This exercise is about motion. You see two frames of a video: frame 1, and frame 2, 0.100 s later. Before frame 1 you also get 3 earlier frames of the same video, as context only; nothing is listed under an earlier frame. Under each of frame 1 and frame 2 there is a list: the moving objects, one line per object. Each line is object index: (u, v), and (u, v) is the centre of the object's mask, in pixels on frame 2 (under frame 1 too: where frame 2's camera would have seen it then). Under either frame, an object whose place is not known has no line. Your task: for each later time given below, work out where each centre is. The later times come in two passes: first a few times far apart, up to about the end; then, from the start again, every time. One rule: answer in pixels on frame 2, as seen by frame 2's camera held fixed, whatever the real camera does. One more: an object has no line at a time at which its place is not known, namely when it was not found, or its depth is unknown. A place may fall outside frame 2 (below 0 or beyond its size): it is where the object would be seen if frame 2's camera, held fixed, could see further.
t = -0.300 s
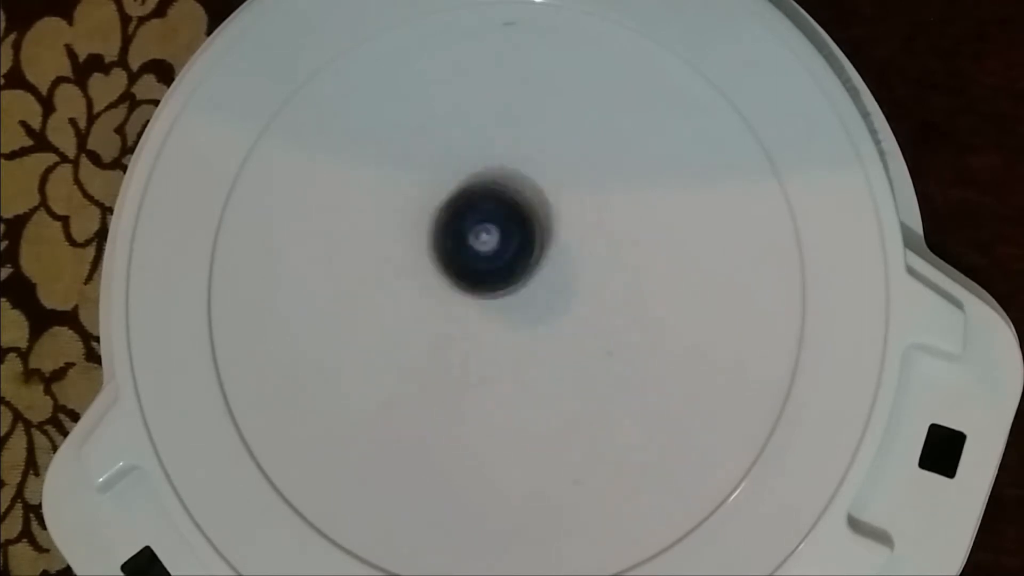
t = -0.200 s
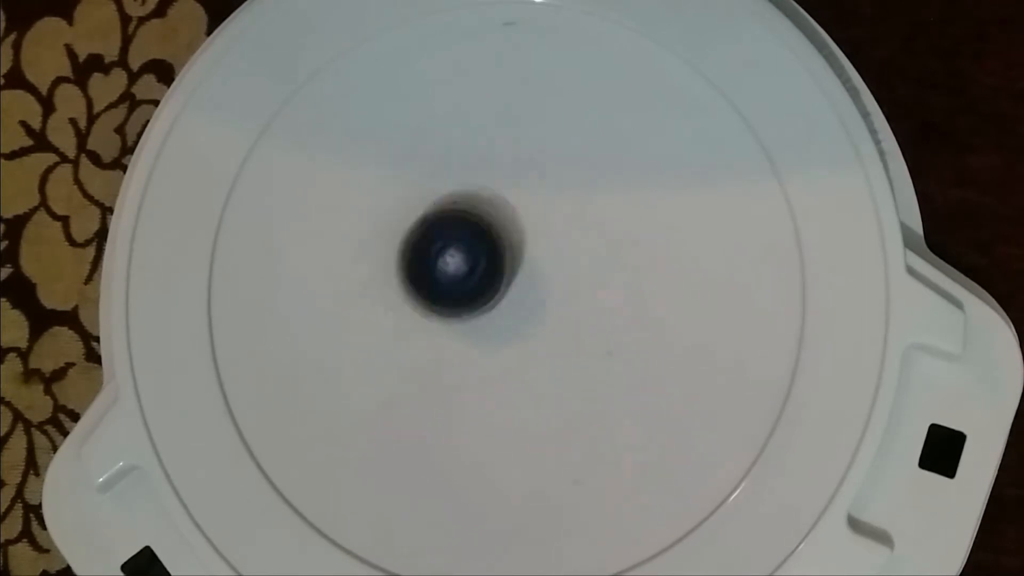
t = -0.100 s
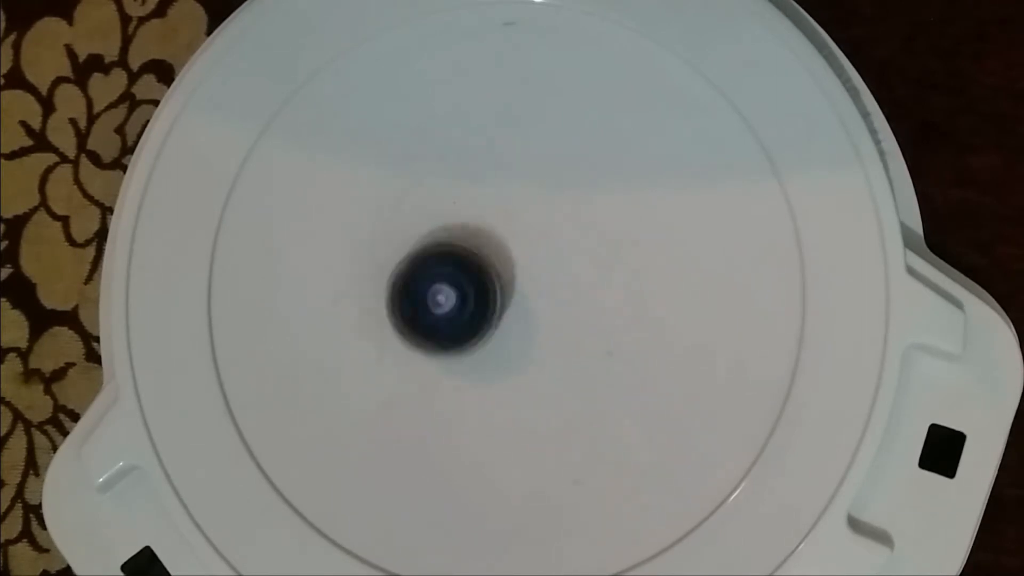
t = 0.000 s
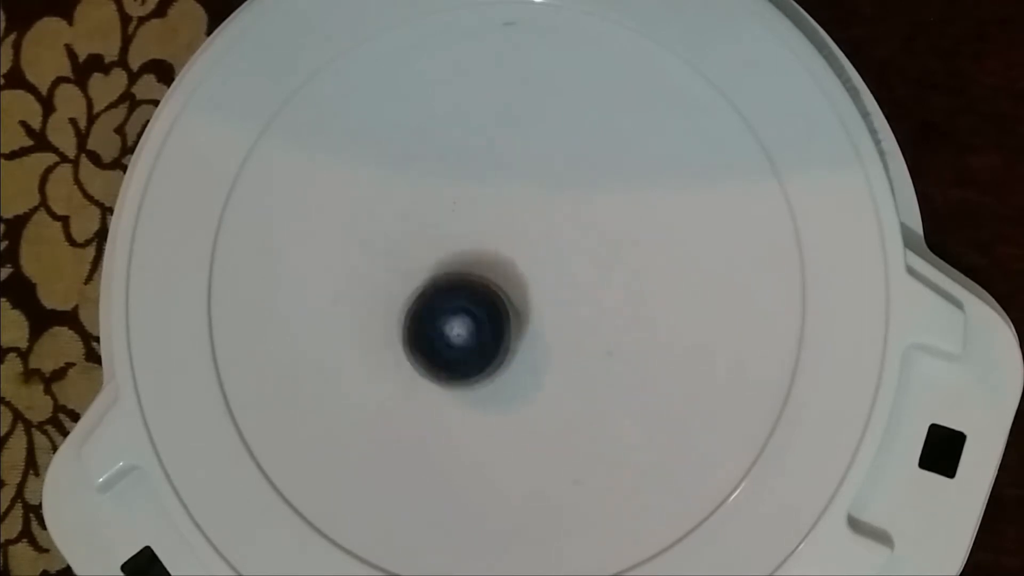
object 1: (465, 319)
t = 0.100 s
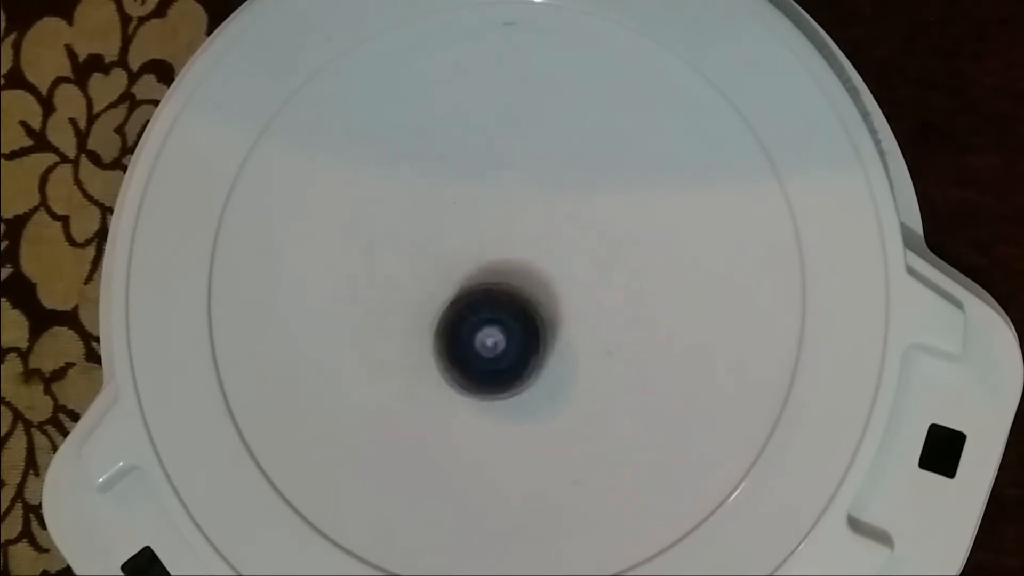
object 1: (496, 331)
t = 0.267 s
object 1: (539, 293)
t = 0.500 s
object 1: (497, 229)
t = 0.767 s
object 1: (445, 278)
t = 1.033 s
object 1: (518, 304)
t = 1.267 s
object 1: (533, 240)
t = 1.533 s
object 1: (470, 247)
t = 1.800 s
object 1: (496, 311)
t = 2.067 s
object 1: (542, 275)
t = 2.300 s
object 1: (493, 245)
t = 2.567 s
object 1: (465, 296)
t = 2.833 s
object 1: (519, 299)
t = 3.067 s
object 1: (511, 247)
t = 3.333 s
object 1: (464, 262)
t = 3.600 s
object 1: (504, 297)
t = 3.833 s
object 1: (532, 263)
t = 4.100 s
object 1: (492, 248)
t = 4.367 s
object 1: (476, 289)
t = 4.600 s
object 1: (495, 308)
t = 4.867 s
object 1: (514, 281)
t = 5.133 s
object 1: (502, 251)
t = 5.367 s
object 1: (487, 247)
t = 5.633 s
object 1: (494, 272)
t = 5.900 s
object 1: (511, 291)
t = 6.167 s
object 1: (513, 276)
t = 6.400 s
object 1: (486, 280)
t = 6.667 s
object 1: (497, 295)
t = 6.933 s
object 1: (497, 264)
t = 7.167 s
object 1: (481, 263)
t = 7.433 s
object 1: (492, 275)
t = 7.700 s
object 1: (510, 273)
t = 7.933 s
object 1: (504, 269)
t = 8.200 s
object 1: (497, 282)
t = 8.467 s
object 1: (497, 285)
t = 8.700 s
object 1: (498, 280)
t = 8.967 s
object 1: (495, 272)
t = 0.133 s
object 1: (508, 328)
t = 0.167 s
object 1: (518, 324)
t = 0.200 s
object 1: (527, 316)
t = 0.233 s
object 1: (534, 305)
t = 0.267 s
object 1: (539, 293)
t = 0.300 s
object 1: (540, 282)
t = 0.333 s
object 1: (539, 269)
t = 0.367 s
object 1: (534, 257)
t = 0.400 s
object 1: (528, 247)
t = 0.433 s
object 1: (519, 238)
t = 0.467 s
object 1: (508, 233)
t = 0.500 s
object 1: (497, 229)
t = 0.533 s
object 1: (486, 228)
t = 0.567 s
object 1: (475, 230)
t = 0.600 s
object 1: (465, 235)
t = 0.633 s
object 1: (458, 241)
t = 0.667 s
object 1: (451, 249)
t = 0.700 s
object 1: (446, 257)
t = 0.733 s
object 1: (445, 267)
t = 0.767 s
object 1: (445, 278)
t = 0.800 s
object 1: (450, 287)
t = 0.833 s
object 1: (455, 297)
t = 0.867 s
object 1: (463, 303)
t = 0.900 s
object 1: (474, 308)
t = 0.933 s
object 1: (485, 312)
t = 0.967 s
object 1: (495, 312)
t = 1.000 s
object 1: (507, 309)
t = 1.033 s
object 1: (518, 304)
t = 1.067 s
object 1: (526, 297)
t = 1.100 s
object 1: (533, 289)
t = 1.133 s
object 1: (538, 279)
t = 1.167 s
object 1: (540, 268)
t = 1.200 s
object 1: (540, 258)
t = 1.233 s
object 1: (538, 249)
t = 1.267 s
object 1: (533, 240)
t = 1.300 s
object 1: (526, 233)
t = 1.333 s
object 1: (519, 229)
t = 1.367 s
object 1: (509, 227)
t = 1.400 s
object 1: (500, 227)
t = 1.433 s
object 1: (491, 228)
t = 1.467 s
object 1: (483, 233)
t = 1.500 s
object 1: (475, 239)
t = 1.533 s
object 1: (470, 247)
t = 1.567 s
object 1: (466, 257)
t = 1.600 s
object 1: (464, 265)
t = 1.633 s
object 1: (466, 276)
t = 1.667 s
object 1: (468, 286)
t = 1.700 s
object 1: (473, 294)
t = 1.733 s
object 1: (480, 302)
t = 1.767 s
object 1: (488, 307)
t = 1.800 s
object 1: (496, 311)
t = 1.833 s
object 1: (505, 313)
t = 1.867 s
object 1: (514, 312)
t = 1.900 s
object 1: (523, 309)
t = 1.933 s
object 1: (530, 306)
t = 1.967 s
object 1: (536, 300)
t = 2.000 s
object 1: (540, 292)
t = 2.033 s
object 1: (542, 283)
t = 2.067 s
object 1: (542, 275)
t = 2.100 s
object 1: (540, 266)
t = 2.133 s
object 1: (535, 258)
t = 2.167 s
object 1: (529, 252)
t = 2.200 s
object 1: (521, 248)
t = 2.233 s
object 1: (512, 244)
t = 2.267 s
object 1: (503, 244)
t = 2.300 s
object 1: (493, 245)
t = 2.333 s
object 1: (485, 247)
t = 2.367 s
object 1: (478, 253)
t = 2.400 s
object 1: (471, 258)
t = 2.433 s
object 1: (466, 264)
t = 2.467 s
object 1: (463, 274)
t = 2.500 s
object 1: (462, 281)
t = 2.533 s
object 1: (462, 289)
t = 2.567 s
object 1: (465, 296)
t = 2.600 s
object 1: (469, 303)
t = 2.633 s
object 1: (476, 308)
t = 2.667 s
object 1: (483, 312)
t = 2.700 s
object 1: (490, 313)
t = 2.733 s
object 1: (498, 312)
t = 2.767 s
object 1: (506, 310)
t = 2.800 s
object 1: (512, 305)
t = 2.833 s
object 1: (519, 299)
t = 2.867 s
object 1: (523, 292)
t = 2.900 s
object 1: (525, 282)
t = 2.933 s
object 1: (525, 274)
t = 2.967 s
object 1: (525, 266)
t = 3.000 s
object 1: (521, 258)
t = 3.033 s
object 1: (516, 251)
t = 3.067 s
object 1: (511, 247)
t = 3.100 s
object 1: (503, 243)
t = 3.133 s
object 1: (496, 241)
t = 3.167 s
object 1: (489, 241)
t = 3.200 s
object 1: (482, 242)
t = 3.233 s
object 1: (476, 245)
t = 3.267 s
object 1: (471, 250)
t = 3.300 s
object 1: (466, 256)
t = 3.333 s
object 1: (464, 262)
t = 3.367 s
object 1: (465, 270)
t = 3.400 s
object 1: (468, 278)
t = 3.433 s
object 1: (470, 284)
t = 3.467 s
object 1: (475, 289)
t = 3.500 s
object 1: (481, 294)
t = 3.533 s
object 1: (489, 297)
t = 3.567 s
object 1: (497, 297)
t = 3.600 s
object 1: (504, 297)
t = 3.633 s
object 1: (510, 296)
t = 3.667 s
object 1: (518, 291)
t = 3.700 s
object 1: (523, 286)
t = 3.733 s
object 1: (526, 282)
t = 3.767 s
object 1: (529, 276)
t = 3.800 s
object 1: (532, 271)
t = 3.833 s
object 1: (532, 263)
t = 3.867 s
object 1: (529, 257)
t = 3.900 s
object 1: (526, 251)
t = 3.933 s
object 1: (522, 248)
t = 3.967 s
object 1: (515, 245)
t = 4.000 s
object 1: (508, 244)
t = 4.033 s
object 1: (503, 245)
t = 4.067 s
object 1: (497, 246)
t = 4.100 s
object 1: (492, 248)
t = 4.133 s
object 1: (486, 251)
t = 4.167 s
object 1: (482, 257)
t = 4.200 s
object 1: (480, 263)
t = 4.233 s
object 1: (477, 268)
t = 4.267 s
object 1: (477, 271)
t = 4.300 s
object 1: (476, 277)
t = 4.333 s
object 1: (475, 282)
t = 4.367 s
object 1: (476, 289)
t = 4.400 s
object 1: (477, 292)
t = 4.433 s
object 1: (480, 297)
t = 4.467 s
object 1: (483, 301)
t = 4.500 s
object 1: (484, 304)
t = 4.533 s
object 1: (488, 306)
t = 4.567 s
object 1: (492, 307)
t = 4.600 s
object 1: (495, 308)
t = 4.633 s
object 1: (500, 308)
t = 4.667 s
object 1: (504, 308)
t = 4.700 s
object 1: (509, 305)
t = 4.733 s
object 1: (511, 299)
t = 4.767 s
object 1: (513, 294)
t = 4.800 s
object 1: (513, 291)
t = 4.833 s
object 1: (513, 287)
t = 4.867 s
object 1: (514, 281)
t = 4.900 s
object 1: (514, 277)
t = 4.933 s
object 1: (512, 270)
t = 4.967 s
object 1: (510, 267)
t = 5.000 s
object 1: (509, 264)
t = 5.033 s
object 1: (507, 259)
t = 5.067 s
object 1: (505, 255)
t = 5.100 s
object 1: (505, 254)
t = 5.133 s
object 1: (502, 251)
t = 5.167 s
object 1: (499, 248)
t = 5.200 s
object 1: (499, 245)
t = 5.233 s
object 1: (497, 245)
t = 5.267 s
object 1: (493, 244)
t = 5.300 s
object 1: (492, 244)
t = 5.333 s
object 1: (490, 245)
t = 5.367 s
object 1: (487, 247)
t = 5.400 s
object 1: (486, 248)
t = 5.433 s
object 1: (485, 252)
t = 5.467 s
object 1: (487, 257)
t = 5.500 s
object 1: (488, 260)
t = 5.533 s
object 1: (489, 263)
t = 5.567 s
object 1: (492, 266)
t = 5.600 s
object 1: (493, 269)
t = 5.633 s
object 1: (494, 272)
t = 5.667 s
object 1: (496, 276)
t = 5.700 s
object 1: (497, 279)
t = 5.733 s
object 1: (499, 280)
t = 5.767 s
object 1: (503, 283)
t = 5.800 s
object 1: (505, 285)
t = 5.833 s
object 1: (506, 287)
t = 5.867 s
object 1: (508, 289)
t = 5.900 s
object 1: (511, 291)
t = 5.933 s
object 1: (514, 292)
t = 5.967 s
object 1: (517, 291)
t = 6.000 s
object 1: (520, 289)
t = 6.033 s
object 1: (520, 287)
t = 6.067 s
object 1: (520, 284)
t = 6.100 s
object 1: (518, 281)
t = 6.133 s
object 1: (516, 278)
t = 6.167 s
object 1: (513, 276)
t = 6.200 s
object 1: (510, 273)
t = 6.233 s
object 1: (504, 274)
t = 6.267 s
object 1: (500, 274)
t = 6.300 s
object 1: (497, 275)
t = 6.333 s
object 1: (494, 276)
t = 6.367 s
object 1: (490, 278)
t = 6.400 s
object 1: (486, 280)
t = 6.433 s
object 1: (484, 284)
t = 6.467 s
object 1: (483, 287)
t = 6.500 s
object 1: (483, 290)
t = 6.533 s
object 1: (485, 293)
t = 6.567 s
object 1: (487, 296)
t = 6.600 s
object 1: (490, 297)
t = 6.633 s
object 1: (494, 297)
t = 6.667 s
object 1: (497, 295)
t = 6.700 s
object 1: (500, 292)
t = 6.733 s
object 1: (502, 289)
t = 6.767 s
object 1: (503, 285)
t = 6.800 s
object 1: (505, 280)
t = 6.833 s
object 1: (503, 275)
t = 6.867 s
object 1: (502, 271)
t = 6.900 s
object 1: (500, 268)
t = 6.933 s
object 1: (497, 264)
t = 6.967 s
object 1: (494, 261)
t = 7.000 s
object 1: (491, 260)
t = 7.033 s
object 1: (487, 259)
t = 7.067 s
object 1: (484, 259)
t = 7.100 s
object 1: (482, 260)
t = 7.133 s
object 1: (482, 261)
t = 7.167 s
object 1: (481, 263)
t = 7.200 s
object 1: (479, 265)
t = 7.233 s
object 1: (479, 266)
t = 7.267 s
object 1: (481, 269)
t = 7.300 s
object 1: (483, 270)
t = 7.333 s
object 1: (486, 272)
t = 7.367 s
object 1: (488, 273)
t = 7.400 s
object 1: (489, 274)
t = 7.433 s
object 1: (492, 275)
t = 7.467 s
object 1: (495, 275)
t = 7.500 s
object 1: (497, 276)
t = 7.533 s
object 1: (500, 277)
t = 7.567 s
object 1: (503, 277)
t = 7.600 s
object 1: (506, 277)
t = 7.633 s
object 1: (507, 275)
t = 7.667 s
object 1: (509, 274)
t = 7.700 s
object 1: (510, 273)
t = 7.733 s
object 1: (511, 272)
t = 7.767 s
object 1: (511, 271)
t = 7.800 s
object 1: (511, 269)
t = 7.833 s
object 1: (510, 268)
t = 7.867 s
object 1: (508, 267)
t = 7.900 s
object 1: (506, 268)
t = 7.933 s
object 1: (504, 269)
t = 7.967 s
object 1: (502, 271)
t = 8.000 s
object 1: (500, 272)
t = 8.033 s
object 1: (499, 273)
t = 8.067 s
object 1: (497, 275)
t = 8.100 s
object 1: (496, 277)
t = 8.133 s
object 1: (496, 280)
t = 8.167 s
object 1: (497, 281)
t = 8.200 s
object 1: (497, 282)
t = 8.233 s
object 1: (497, 281)
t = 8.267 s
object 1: (496, 282)
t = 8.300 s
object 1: (495, 284)
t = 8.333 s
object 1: (496, 285)
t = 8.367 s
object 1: (496, 284)
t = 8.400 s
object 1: (496, 284)
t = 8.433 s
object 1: (495, 285)
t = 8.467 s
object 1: (497, 285)
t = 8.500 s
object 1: (498, 285)
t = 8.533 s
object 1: (498, 283)
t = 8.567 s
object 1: (497, 283)
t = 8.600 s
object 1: (496, 283)
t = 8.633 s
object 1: (497, 284)
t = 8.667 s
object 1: (498, 282)
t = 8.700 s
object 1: (498, 280)
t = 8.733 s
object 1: (497, 279)
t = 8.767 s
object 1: (497, 279)
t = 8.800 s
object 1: (498, 279)
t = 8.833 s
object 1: (498, 277)
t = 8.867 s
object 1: (497, 276)
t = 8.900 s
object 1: (497, 274)
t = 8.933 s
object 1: (495, 272)
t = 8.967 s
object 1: (495, 272)
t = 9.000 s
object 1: (494, 271)
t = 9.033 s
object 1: (493, 271)
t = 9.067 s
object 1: (492, 271)
